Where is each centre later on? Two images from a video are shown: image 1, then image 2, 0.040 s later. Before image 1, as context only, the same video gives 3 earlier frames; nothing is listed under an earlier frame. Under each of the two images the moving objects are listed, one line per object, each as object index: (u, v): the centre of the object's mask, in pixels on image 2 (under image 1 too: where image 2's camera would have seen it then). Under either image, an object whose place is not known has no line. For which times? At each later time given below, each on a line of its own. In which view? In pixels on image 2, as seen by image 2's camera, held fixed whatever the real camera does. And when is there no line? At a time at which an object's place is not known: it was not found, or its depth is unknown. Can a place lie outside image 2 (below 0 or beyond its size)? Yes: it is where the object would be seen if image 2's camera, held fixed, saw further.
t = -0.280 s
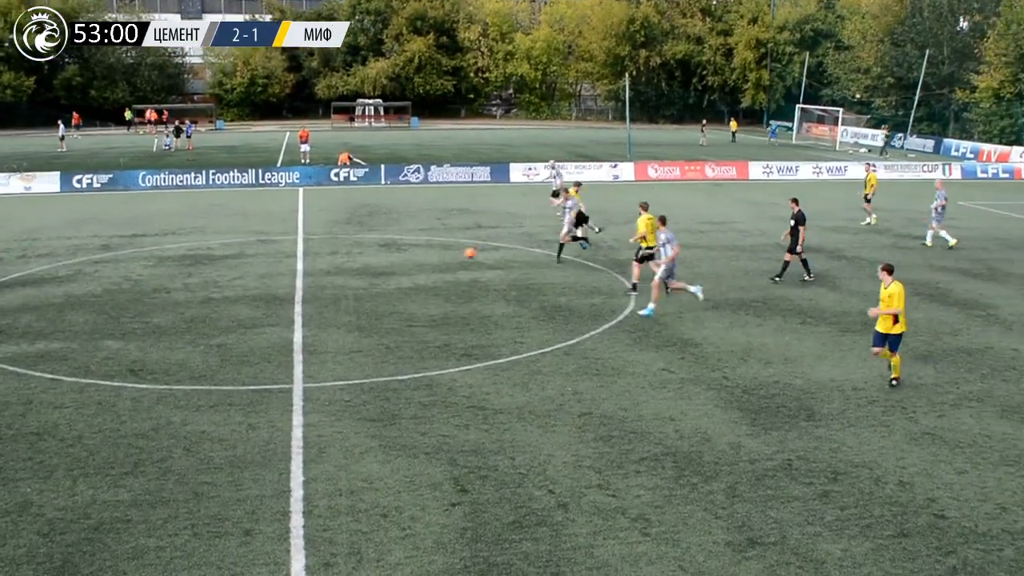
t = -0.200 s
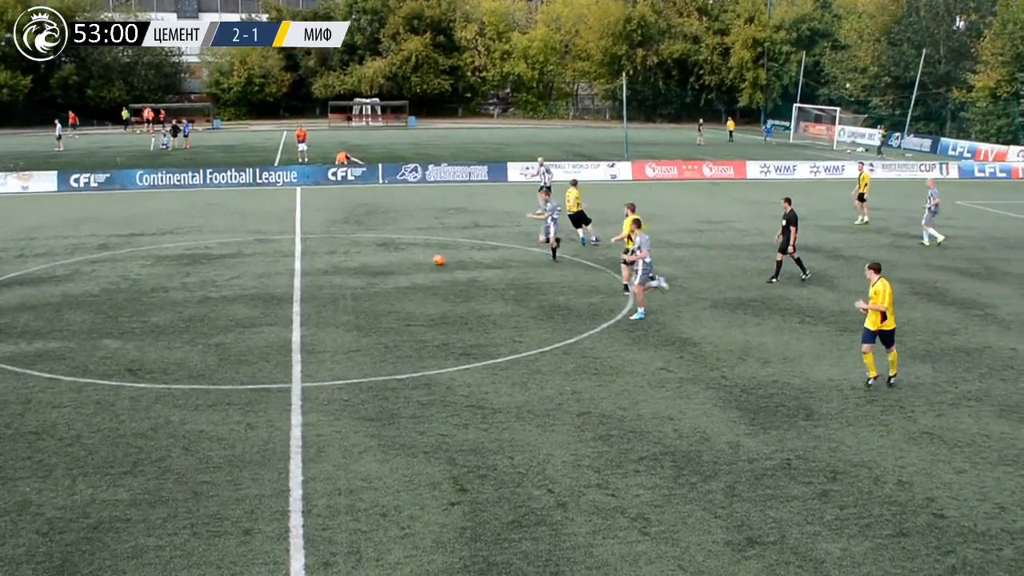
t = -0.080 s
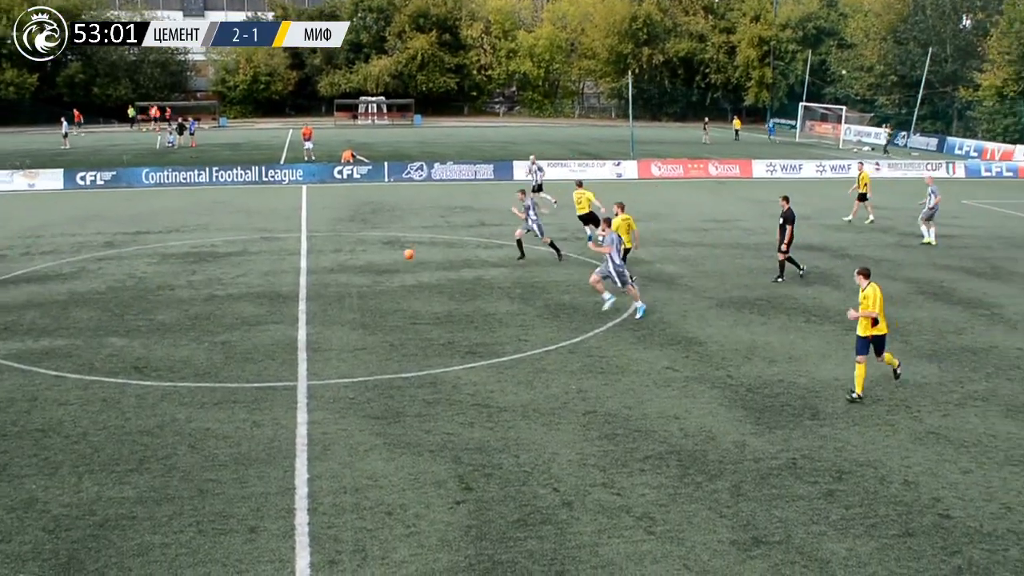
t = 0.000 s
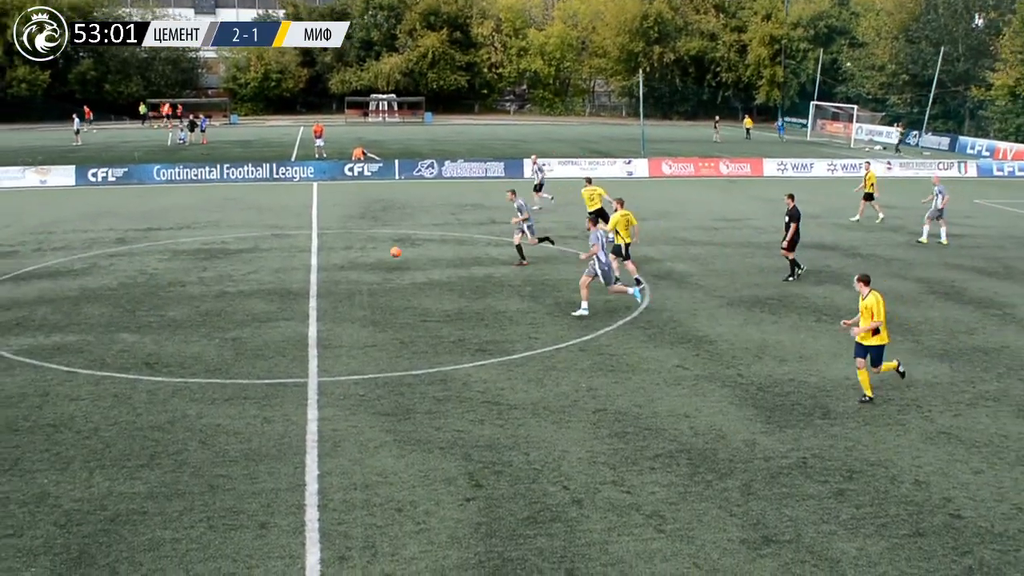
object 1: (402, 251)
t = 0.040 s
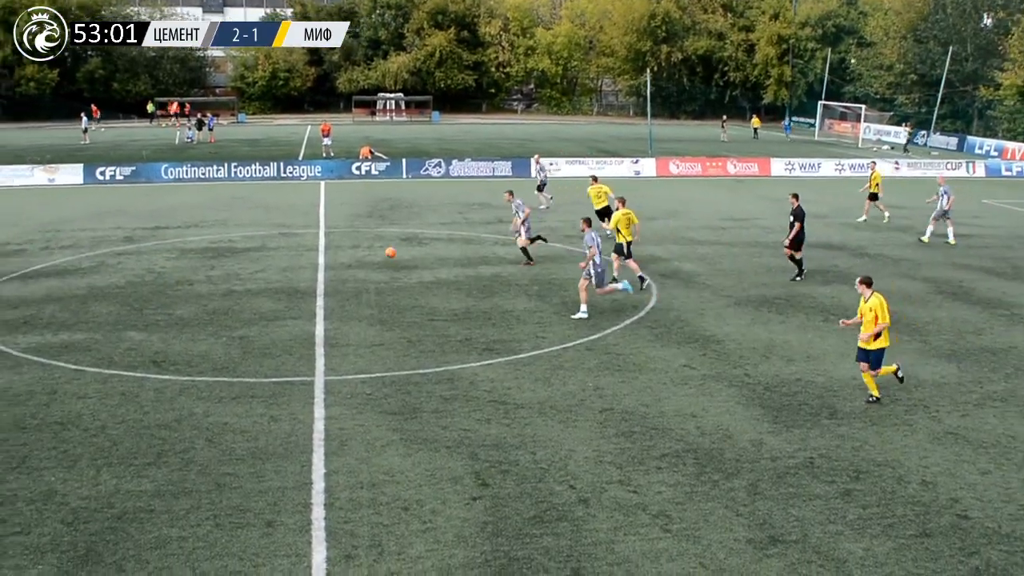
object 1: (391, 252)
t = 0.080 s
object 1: (379, 254)
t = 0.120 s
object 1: (369, 255)
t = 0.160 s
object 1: (359, 259)
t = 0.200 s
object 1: (351, 257)
